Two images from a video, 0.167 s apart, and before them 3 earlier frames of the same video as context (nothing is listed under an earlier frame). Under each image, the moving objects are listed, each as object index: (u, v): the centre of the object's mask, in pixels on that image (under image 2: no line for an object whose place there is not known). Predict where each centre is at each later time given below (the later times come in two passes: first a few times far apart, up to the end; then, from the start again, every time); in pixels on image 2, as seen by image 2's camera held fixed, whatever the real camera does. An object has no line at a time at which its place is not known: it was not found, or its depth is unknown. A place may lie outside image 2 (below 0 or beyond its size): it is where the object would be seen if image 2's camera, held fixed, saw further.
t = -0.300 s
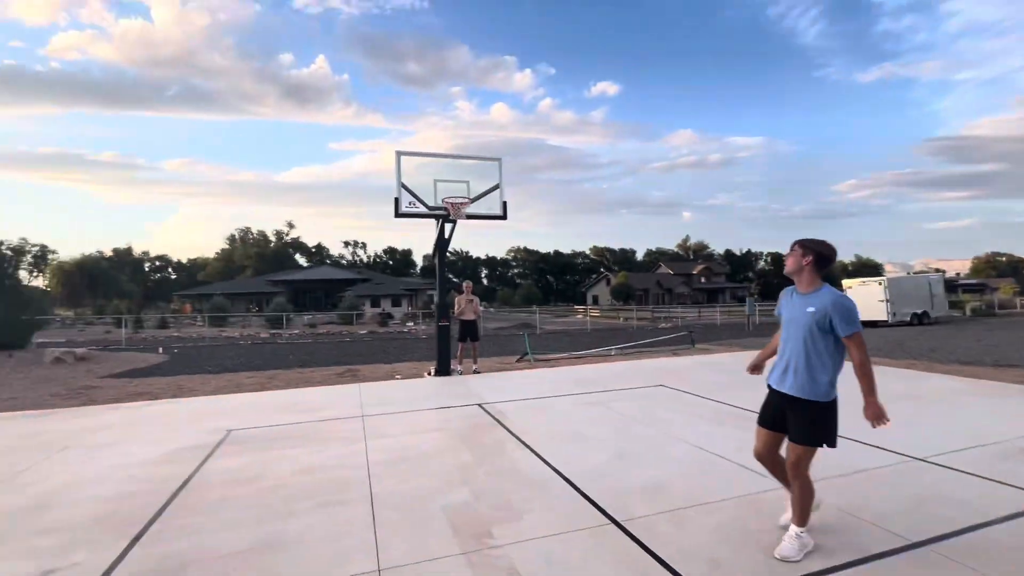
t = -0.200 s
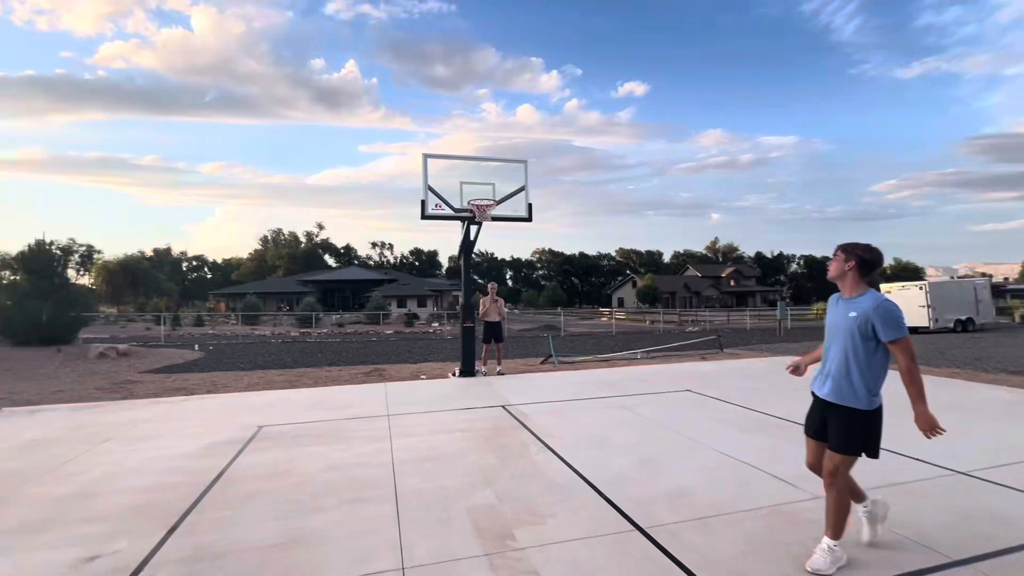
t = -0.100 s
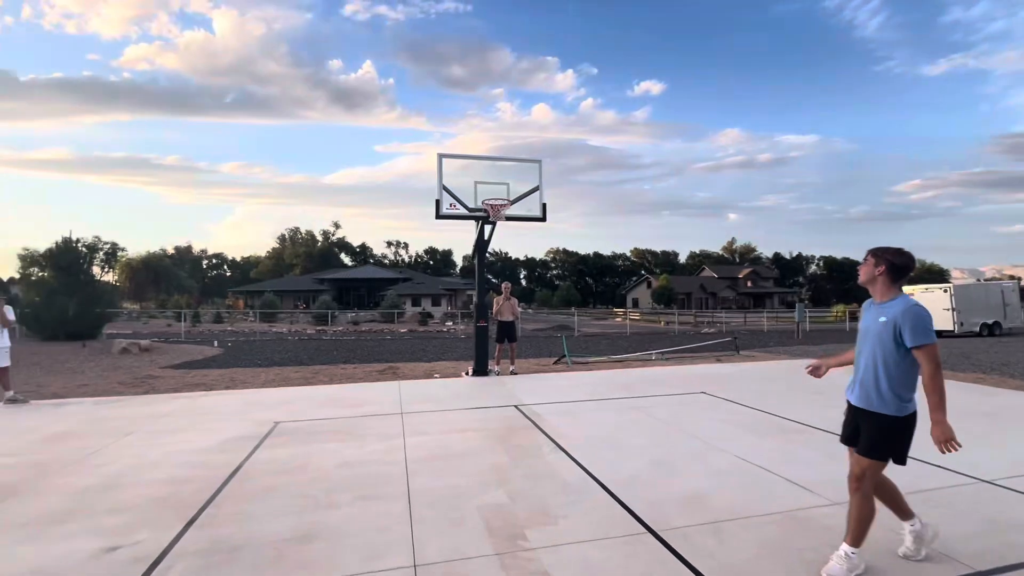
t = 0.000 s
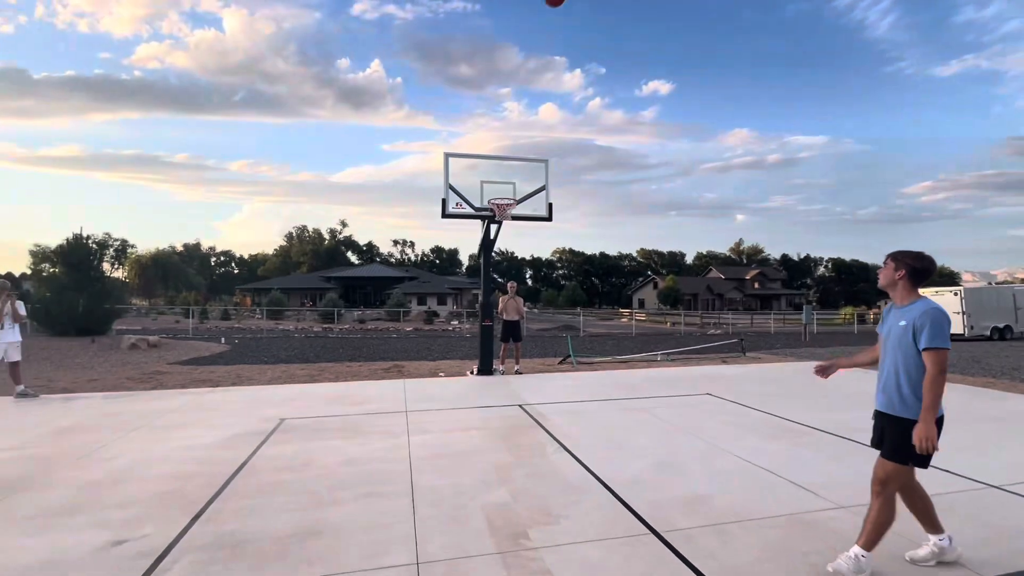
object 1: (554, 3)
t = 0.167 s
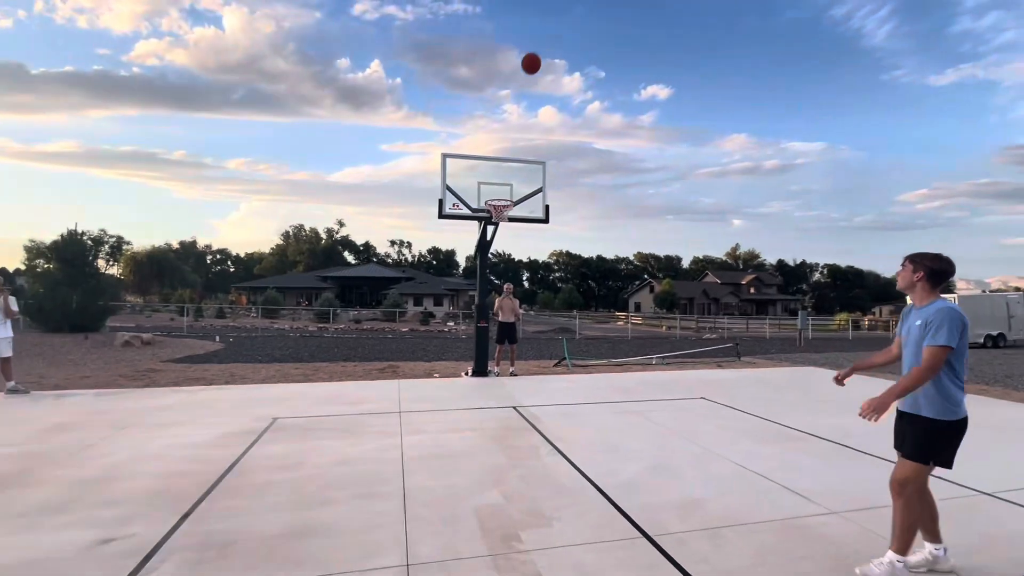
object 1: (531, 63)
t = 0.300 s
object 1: (516, 119)
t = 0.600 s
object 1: (497, 230)
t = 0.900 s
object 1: (488, 390)
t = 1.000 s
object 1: (486, 395)
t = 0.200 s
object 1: (527, 77)
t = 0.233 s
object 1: (523, 91)
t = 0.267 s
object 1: (520, 105)
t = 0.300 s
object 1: (516, 119)
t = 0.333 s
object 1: (513, 133)
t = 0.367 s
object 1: (510, 147)
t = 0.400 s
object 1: (507, 161)
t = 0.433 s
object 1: (504, 175)
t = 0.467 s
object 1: (502, 189)
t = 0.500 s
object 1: (499, 200)
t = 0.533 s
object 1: (499, 210)
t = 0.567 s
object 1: (498, 219)
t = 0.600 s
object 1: (497, 230)
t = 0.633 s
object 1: (496, 242)
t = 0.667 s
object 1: (495, 256)
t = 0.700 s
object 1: (494, 270)
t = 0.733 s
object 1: (493, 286)
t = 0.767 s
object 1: (492, 303)
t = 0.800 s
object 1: (491, 323)
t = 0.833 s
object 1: (490, 343)
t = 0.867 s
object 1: (488, 365)
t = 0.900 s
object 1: (488, 390)
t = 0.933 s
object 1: (487, 417)
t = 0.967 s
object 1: (486, 410)
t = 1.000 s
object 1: (486, 395)
